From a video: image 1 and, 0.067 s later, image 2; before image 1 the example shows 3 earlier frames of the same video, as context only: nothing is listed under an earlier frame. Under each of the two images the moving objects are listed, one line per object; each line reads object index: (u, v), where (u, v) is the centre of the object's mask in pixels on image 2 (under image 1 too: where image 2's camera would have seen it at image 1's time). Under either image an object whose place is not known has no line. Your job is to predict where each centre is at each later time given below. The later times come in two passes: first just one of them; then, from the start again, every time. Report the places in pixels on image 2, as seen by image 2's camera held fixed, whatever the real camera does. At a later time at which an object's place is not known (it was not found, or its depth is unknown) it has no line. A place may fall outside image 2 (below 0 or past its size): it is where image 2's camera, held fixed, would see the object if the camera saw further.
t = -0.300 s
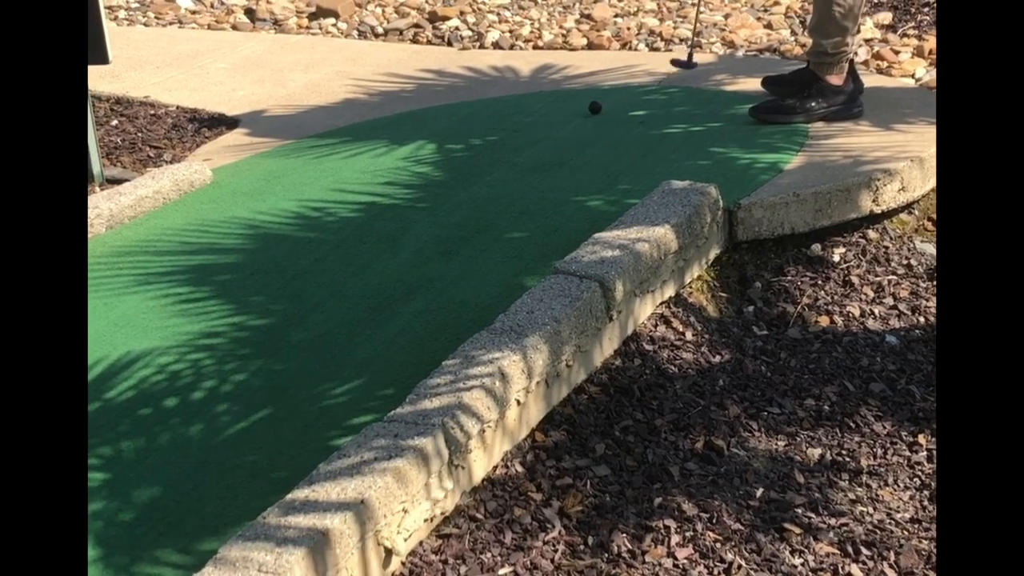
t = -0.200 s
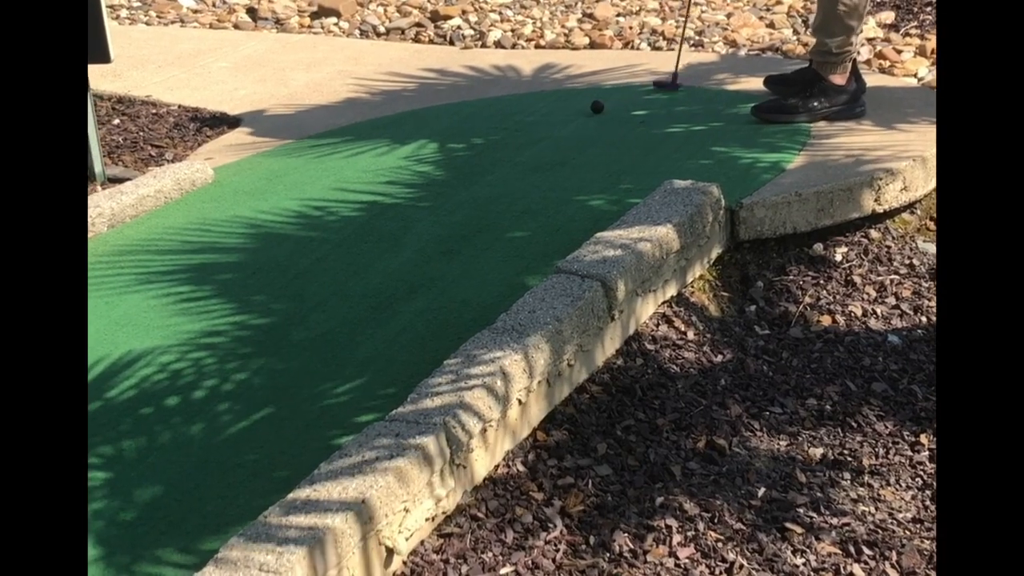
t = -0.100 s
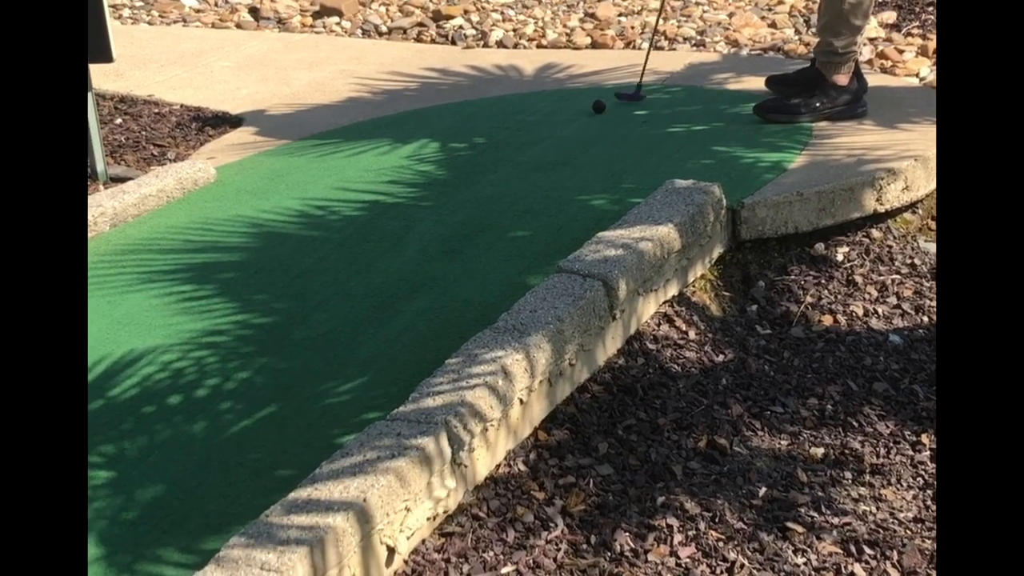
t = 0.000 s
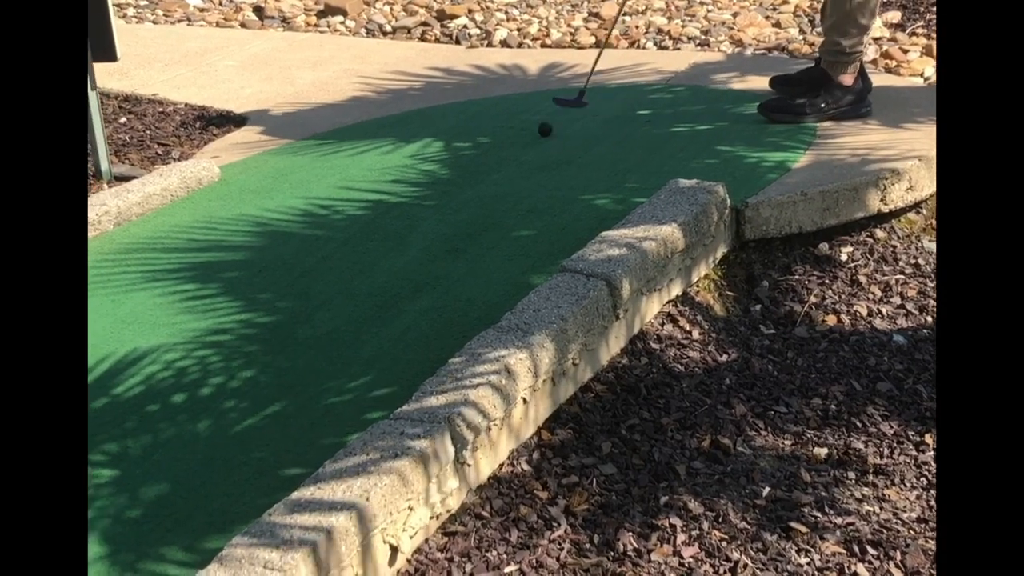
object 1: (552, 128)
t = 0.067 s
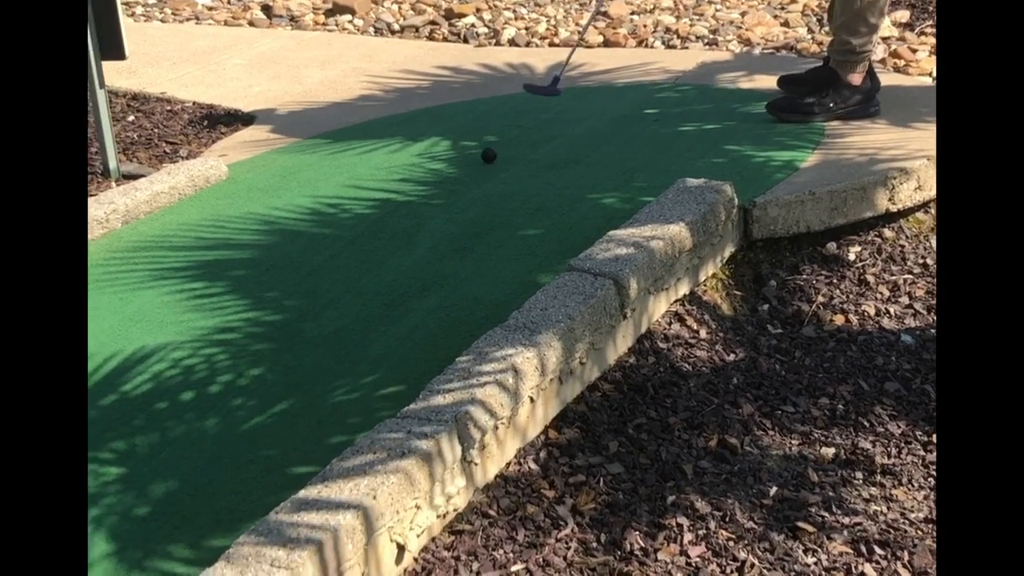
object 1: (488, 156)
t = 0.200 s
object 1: (347, 224)
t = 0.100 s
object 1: (455, 170)
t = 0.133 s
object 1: (420, 184)
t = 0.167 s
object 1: (385, 201)
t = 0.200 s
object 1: (347, 224)
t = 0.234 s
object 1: (307, 247)
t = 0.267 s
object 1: (265, 267)
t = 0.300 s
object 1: (220, 295)
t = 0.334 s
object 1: (173, 320)
